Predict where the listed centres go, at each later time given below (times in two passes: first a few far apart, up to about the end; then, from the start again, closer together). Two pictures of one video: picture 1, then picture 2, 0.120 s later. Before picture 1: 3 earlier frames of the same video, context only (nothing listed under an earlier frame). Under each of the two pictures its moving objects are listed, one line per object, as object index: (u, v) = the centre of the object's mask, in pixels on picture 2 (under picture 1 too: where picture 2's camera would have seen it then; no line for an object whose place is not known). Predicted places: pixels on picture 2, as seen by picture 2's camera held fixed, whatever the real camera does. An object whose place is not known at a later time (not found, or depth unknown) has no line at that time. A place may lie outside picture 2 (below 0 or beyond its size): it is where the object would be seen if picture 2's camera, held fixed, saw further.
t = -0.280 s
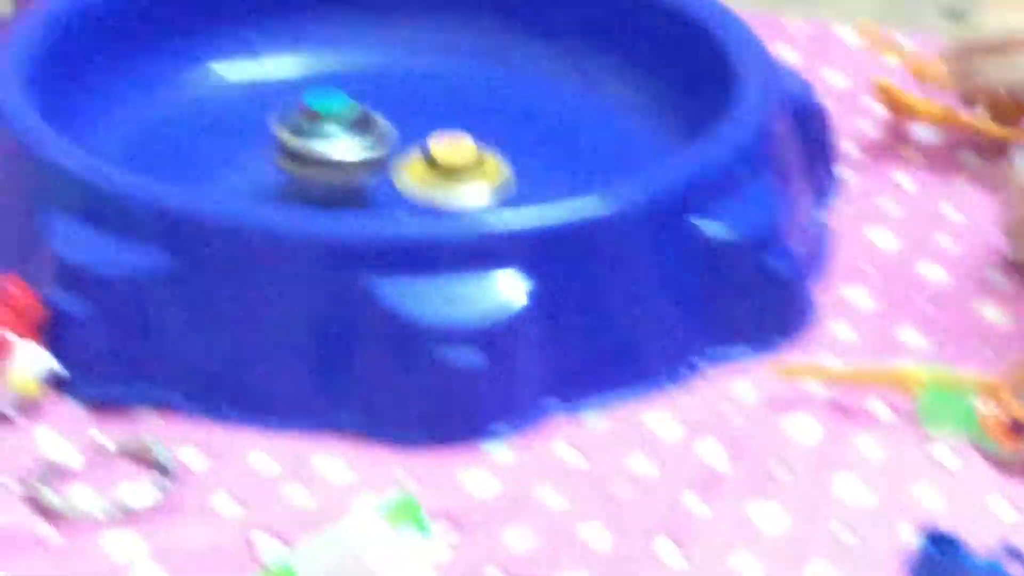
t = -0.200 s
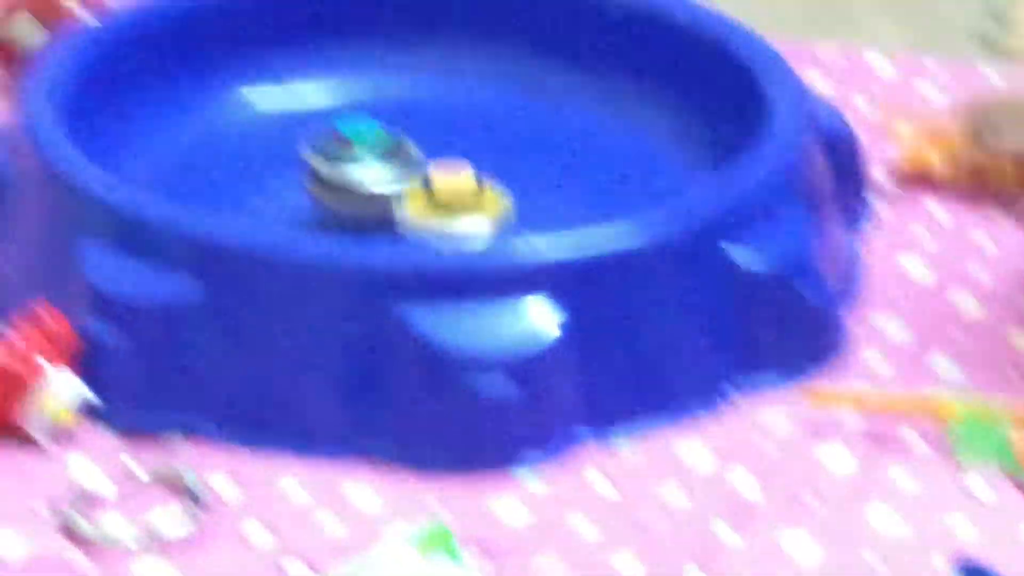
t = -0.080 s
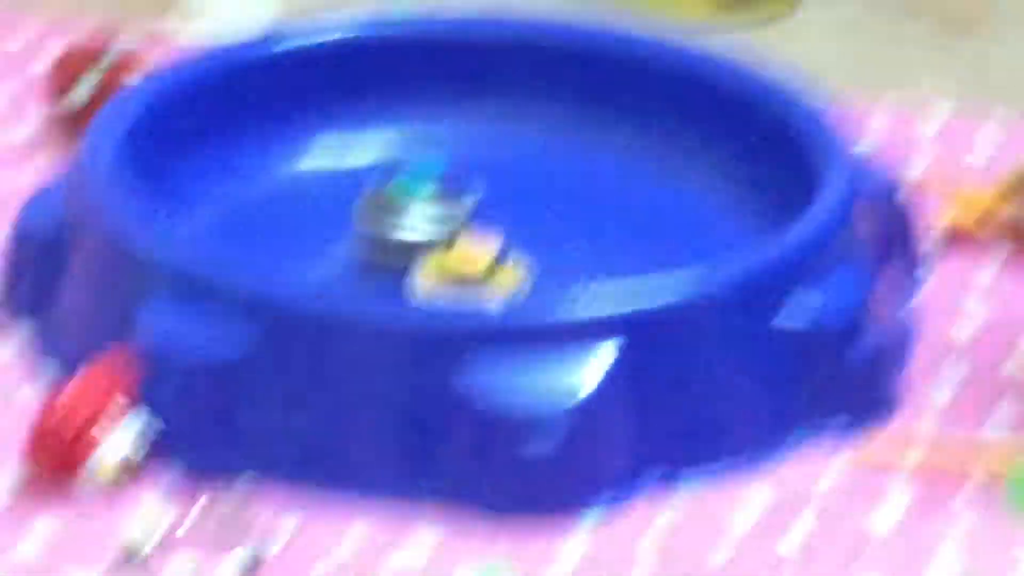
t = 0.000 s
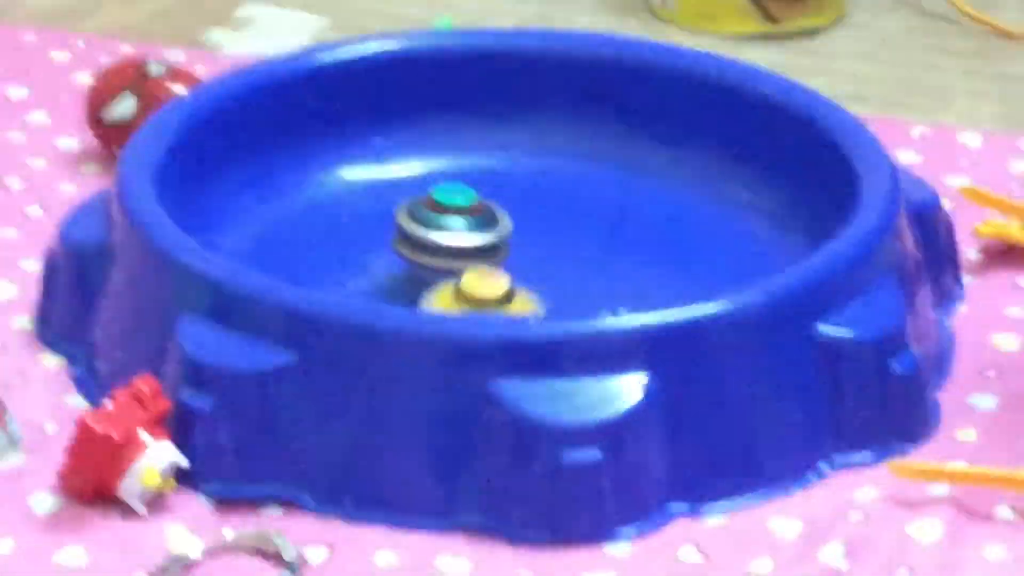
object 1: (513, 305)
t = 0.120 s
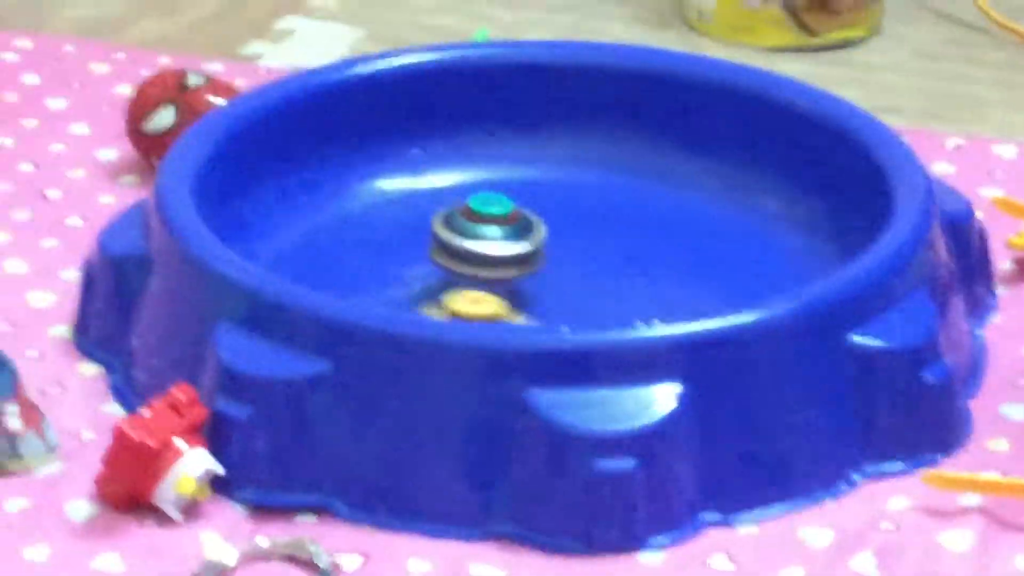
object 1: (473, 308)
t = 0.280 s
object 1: (424, 302)
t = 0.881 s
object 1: (384, 248)
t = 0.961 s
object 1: (360, 243)
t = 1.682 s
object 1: (395, 200)
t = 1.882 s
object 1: (466, 206)
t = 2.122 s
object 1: (450, 143)
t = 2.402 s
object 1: (508, 153)
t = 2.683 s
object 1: (510, 198)
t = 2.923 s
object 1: (517, 221)
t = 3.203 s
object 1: (594, 177)
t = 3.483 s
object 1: (648, 148)
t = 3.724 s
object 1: (649, 173)
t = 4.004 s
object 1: (569, 217)
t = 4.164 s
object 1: (584, 226)
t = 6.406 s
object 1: (453, 243)
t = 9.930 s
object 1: (556, 267)
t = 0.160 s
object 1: (457, 307)
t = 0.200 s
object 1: (443, 303)
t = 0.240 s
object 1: (433, 303)
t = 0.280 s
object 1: (424, 302)
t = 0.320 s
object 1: (416, 302)
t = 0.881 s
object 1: (384, 248)
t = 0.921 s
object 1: (372, 244)
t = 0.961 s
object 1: (360, 243)
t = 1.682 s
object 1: (395, 200)
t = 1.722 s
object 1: (407, 199)
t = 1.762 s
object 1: (421, 201)
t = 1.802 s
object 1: (436, 202)
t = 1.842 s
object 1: (452, 204)
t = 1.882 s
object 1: (466, 206)
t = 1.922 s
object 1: (472, 202)
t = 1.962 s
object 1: (457, 181)
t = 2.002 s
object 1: (449, 164)
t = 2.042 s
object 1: (441, 151)
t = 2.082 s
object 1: (438, 144)
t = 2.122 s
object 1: (450, 143)
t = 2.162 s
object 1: (463, 143)
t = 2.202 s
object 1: (476, 143)
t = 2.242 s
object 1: (488, 142)
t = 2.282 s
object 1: (496, 142)
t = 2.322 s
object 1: (504, 143)
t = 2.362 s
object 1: (507, 148)
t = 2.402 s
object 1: (508, 153)
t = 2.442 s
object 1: (507, 156)
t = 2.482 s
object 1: (507, 162)
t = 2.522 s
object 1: (506, 169)
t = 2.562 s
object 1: (506, 175)
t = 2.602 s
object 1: (508, 183)
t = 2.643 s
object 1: (509, 190)
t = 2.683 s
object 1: (510, 198)
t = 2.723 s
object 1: (511, 204)
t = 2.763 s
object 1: (511, 210)
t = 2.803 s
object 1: (511, 216)
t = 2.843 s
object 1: (513, 219)
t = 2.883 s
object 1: (515, 220)
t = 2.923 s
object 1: (517, 221)
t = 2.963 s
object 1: (521, 222)
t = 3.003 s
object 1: (533, 217)
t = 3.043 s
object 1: (547, 207)
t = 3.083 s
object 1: (561, 197)
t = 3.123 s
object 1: (572, 190)
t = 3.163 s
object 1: (584, 184)
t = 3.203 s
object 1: (594, 177)
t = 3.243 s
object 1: (603, 171)
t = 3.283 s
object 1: (611, 165)
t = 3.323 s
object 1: (618, 160)
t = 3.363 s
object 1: (624, 154)
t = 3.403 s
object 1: (630, 150)
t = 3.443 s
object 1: (638, 148)
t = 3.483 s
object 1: (648, 148)
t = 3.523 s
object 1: (660, 151)
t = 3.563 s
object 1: (669, 156)
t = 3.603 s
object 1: (671, 161)
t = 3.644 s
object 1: (665, 165)
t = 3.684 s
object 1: (657, 169)
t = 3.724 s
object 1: (649, 173)
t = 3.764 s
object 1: (638, 178)
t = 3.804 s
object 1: (627, 184)
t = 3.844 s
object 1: (615, 190)
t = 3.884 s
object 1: (603, 197)
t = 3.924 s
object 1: (591, 204)
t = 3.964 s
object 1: (575, 211)
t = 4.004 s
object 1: (569, 217)
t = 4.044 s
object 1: (573, 218)
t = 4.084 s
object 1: (578, 221)
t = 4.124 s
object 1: (582, 224)
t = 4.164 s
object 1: (584, 226)
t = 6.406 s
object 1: (453, 243)
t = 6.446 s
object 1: (465, 236)
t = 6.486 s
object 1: (476, 230)
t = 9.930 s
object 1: (556, 267)
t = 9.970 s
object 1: (562, 264)
